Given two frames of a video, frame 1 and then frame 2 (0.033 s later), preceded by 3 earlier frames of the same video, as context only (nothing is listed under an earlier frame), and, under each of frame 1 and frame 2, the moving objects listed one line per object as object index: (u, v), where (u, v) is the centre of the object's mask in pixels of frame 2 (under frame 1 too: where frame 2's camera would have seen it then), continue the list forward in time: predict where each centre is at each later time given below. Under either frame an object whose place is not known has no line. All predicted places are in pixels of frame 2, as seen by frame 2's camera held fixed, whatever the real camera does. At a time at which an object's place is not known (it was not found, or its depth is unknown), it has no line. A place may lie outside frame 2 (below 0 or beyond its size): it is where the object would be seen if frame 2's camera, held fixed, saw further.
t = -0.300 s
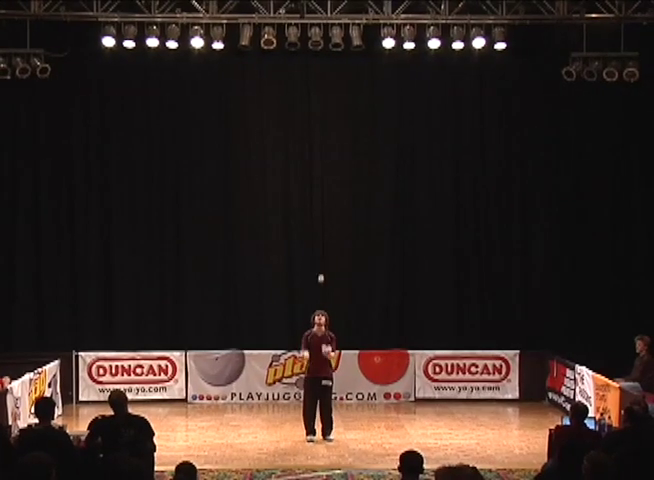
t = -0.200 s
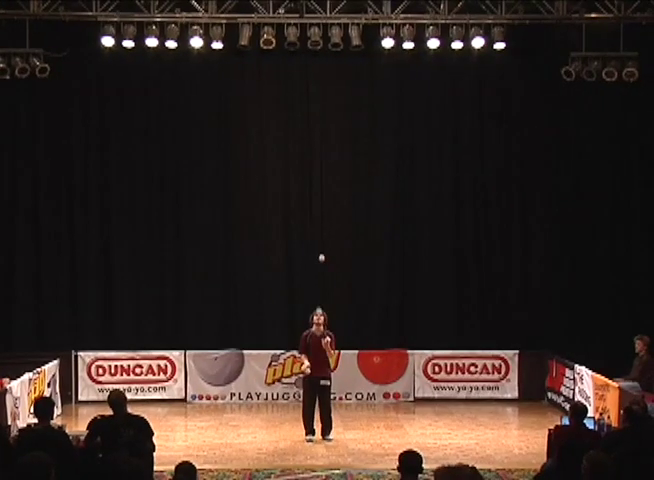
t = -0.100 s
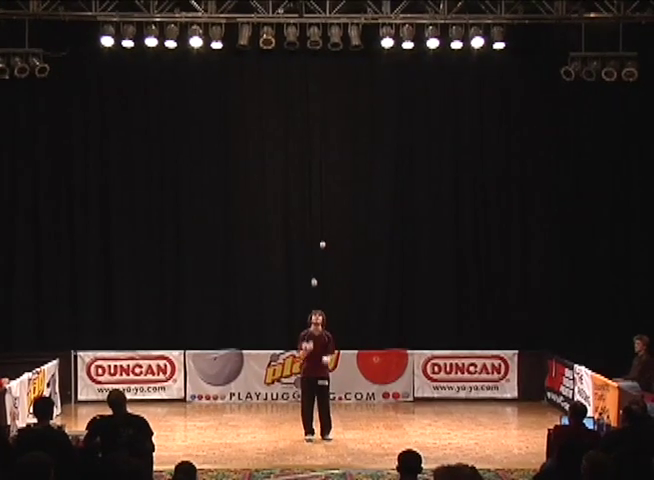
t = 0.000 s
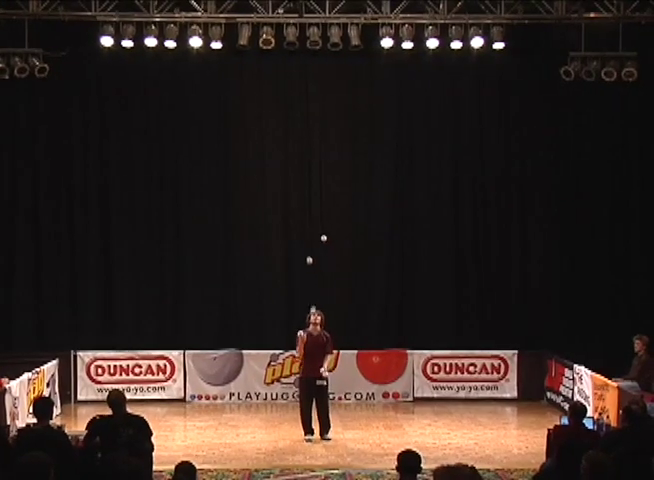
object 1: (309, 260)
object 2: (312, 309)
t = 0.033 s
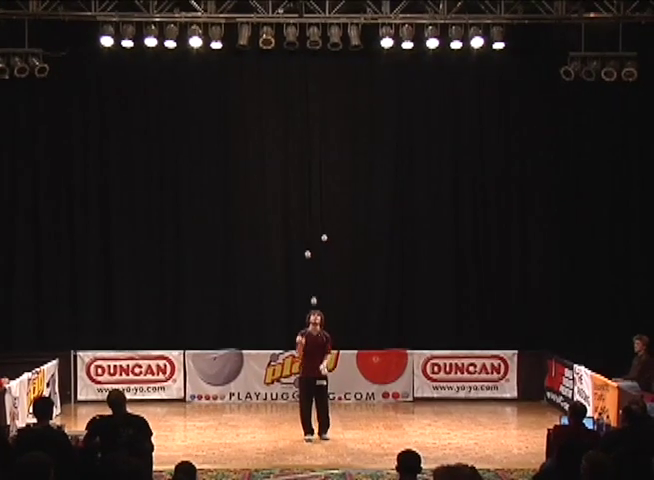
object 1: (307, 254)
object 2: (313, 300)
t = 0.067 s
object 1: (306, 249)
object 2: (314, 292)
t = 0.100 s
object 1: (304, 245)
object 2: (315, 283)
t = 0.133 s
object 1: (303, 241)
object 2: (316, 276)
